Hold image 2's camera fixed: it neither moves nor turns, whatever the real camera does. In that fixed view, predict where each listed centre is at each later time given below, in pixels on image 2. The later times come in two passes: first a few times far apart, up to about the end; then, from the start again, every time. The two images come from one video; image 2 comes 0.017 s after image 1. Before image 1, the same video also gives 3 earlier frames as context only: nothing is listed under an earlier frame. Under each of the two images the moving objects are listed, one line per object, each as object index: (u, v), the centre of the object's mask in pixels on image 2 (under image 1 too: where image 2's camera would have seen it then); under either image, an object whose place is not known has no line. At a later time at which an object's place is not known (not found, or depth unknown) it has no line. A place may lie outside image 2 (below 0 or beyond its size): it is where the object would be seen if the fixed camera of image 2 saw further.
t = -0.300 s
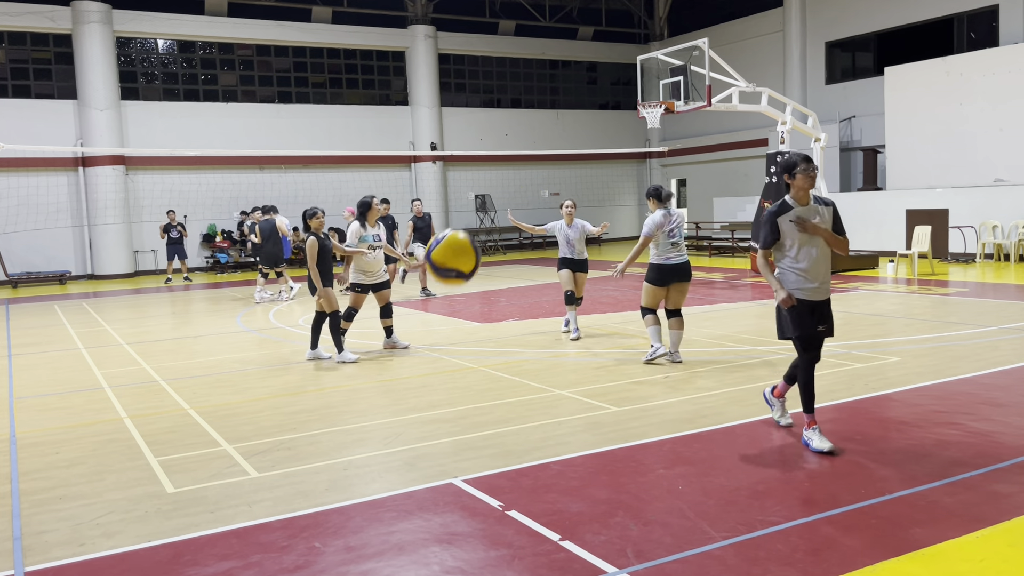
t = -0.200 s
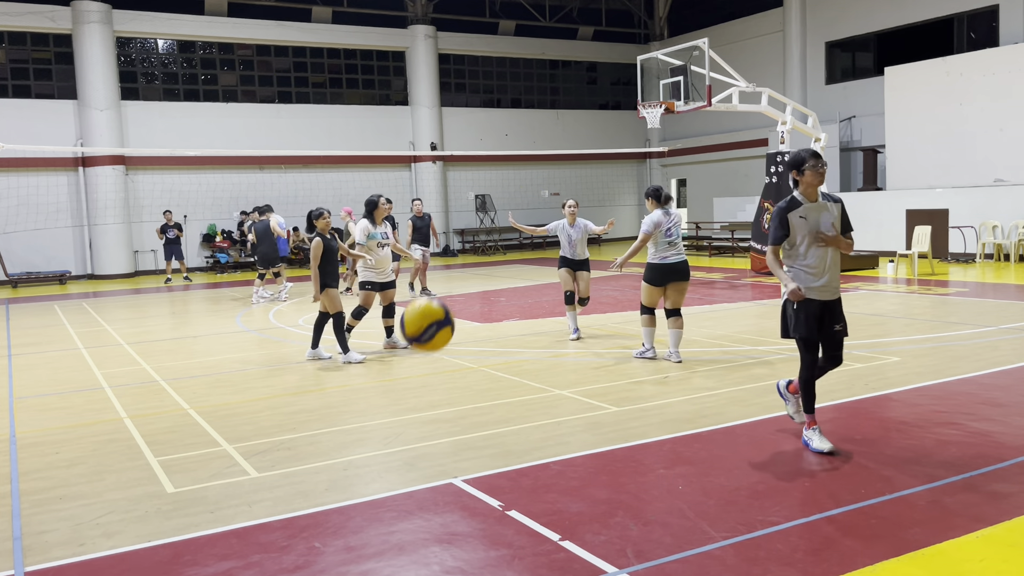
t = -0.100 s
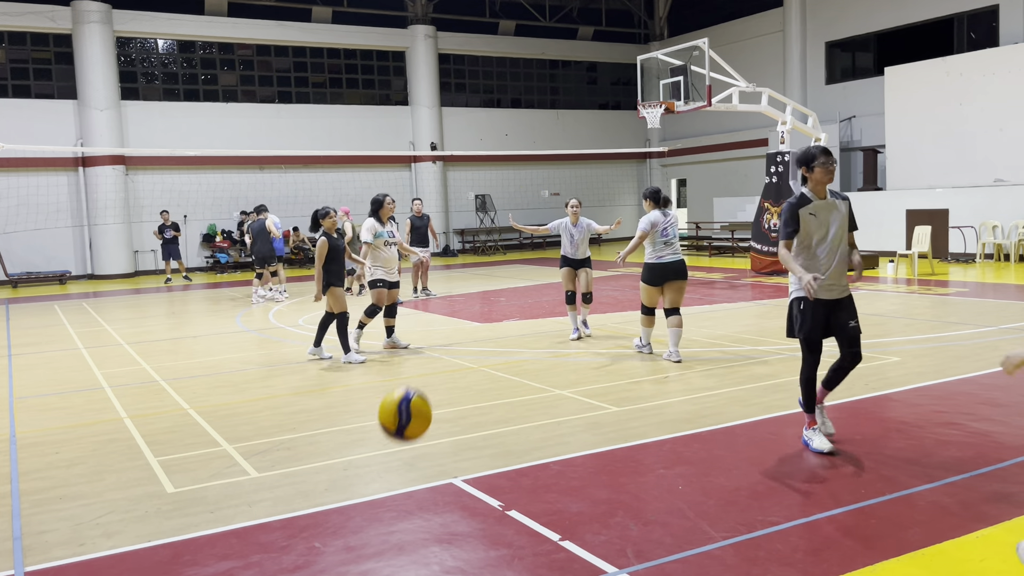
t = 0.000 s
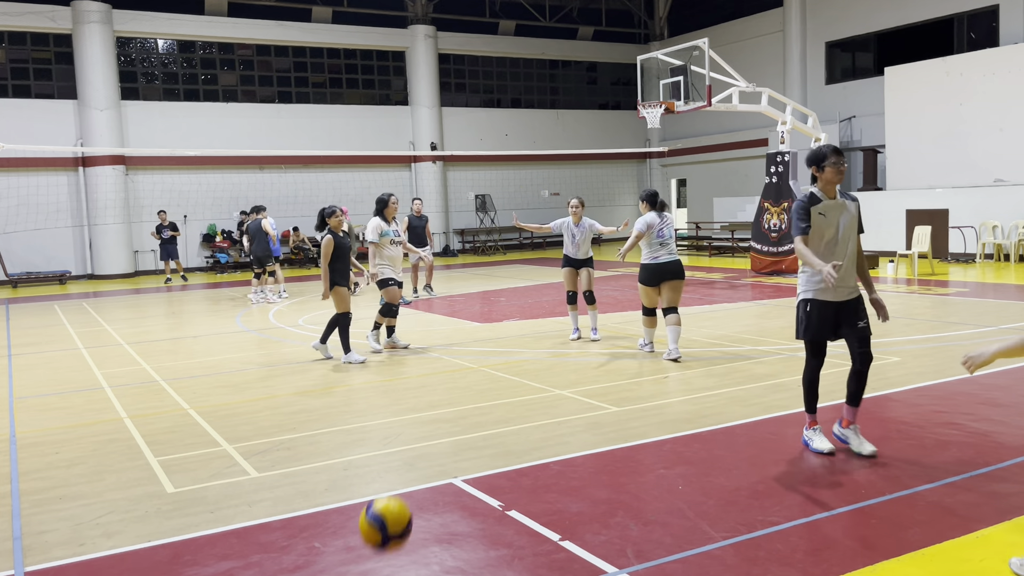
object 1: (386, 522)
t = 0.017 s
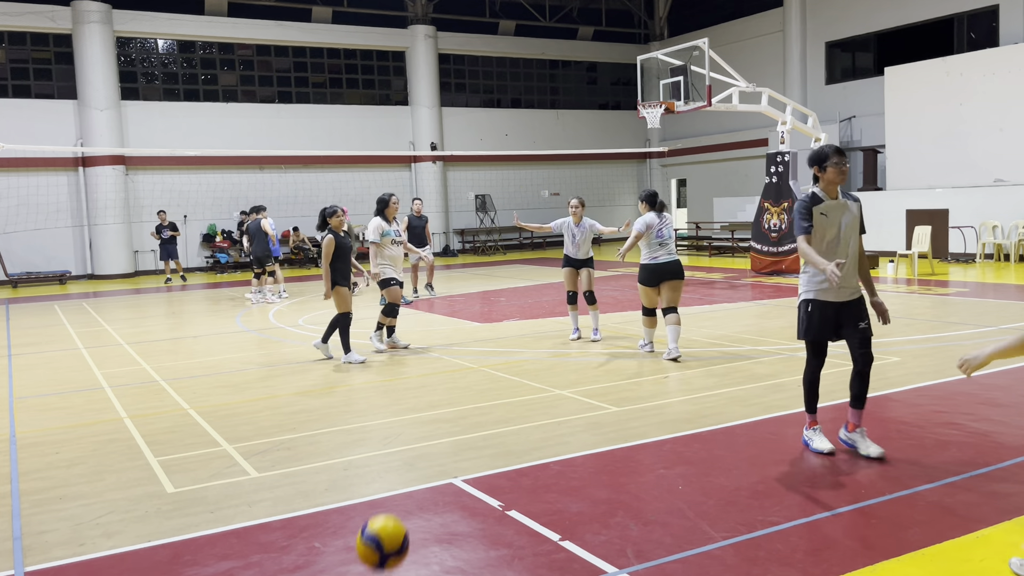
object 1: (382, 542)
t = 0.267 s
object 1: (312, 395)
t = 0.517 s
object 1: (248, 349)
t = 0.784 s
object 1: (197, 455)
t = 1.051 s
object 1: (145, 455)
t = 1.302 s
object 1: (98, 413)
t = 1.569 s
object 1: (63, 513)
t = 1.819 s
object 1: (20, 448)
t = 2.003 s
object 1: (7, 454)
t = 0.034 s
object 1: (380, 557)
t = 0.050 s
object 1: (375, 554)
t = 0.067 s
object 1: (369, 539)
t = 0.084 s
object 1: (364, 525)
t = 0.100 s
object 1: (360, 509)
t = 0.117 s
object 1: (355, 495)
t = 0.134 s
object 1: (350, 481)
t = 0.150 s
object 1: (345, 468)
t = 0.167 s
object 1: (339, 455)
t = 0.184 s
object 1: (335, 443)
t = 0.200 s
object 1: (330, 433)
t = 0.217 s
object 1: (325, 422)
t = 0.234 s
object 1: (321, 412)
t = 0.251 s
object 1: (316, 403)
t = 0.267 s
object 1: (312, 395)
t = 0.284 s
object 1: (307, 387)
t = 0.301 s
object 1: (302, 381)
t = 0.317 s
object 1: (298, 374)
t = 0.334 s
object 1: (293, 368)
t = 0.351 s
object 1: (289, 363)
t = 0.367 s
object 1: (285, 359)
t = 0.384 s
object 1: (280, 355)
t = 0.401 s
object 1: (276, 352)
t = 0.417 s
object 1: (272, 349)
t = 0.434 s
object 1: (268, 348)
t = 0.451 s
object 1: (264, 347)
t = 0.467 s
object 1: (260, 346)
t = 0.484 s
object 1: (256, 346)
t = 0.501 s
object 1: (252, 347)
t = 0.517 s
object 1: (248, 349)
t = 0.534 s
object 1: (245, 351)
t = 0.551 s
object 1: (241, 354)
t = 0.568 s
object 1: (238, 357)
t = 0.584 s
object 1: (234, 361)
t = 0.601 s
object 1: (231, 365)
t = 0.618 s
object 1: (228, 371)
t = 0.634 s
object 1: (224, 376)
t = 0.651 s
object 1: (221, 382)
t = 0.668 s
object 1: (218, 389)
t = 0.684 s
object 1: (215, 397)
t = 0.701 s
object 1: (212, 406)
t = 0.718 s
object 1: (208, 414)
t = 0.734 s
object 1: (206, 424)
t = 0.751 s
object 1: (203, 433)
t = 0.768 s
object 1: (200, 444)
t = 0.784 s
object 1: (197, 455)
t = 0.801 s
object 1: (194, 466)
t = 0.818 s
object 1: (192, 478)
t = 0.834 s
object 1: (190, 491)
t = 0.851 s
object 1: (187, 504)
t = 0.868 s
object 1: (185, 518)
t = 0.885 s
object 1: (183, 532)
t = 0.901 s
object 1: (180, 545)
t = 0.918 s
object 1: (176, 532)
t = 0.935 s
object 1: (172, 519)
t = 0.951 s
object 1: (168, 509)
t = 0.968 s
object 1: (164, 498)
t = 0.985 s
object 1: (160, 488)
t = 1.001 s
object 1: (156, 479)
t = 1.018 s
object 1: (152, 470)
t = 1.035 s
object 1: (149, 462)
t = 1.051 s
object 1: (145, 455)
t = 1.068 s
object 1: (142, 447)
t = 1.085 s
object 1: (138, 441)
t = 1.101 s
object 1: (134, 435)
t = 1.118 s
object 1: (131, 431)
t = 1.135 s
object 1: (128, 426)
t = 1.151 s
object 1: (125, 422)
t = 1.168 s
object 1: (121, 419)
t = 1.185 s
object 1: (119, 416)
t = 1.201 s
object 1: (115, 414)
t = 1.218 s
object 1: (112, 413)
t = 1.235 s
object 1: (109, 412)
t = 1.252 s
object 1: (107, 411)
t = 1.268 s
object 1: (104, 411)
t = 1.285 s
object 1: (101, 412)
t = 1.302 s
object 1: (98, 413)
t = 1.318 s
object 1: (96, 416)
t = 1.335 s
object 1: (93, 418)
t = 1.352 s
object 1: (90, 421)
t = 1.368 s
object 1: (88, 425)
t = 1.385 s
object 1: (85, 429)
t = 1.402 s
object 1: (83, 434)
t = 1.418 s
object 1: (81, 440)
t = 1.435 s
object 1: (79, 446)
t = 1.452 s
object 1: (76, 452)
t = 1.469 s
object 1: (74, 459)
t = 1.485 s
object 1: (72, 467)
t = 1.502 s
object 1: (70, 475)
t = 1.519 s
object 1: (68, 484)
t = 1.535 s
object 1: (66, 493)
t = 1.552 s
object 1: (64, 503)
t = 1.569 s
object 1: (63, 513)
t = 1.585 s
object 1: (61, 524)
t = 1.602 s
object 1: (58, 527)
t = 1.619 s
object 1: (54, 518)
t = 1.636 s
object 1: (51, 509)
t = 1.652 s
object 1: (48, 500)
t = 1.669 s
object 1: (45, 493)
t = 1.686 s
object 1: (42, 486)
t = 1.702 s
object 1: (38, 479)
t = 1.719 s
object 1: (35, 473)
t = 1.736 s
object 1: (32, 467)
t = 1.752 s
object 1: (29, 462)
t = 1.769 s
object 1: (26, 458)
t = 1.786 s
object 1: (23, 454)
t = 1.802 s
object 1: (21, 451)
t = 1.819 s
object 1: (20, 448)
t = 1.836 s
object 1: (18, 446)
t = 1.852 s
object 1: (17, 444)
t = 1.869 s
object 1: (16, 443)
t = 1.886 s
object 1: (14, 443)
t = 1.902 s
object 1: (13, 443)
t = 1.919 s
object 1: (12, 444)
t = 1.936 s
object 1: (11, 445)
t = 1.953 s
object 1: (10, 446)
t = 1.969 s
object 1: (9, 448)
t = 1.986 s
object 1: (8, 451)
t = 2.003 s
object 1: (7, 454)
